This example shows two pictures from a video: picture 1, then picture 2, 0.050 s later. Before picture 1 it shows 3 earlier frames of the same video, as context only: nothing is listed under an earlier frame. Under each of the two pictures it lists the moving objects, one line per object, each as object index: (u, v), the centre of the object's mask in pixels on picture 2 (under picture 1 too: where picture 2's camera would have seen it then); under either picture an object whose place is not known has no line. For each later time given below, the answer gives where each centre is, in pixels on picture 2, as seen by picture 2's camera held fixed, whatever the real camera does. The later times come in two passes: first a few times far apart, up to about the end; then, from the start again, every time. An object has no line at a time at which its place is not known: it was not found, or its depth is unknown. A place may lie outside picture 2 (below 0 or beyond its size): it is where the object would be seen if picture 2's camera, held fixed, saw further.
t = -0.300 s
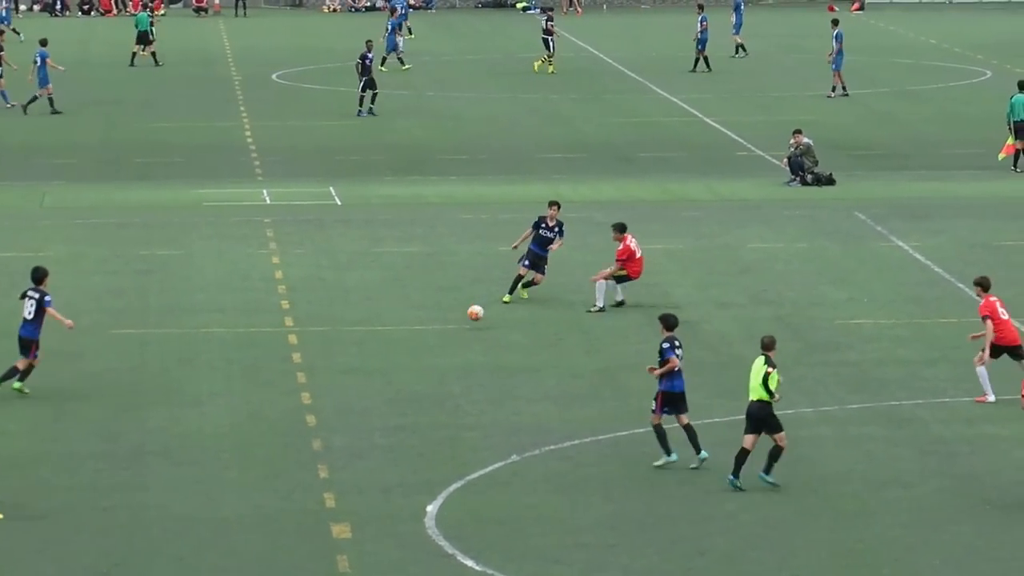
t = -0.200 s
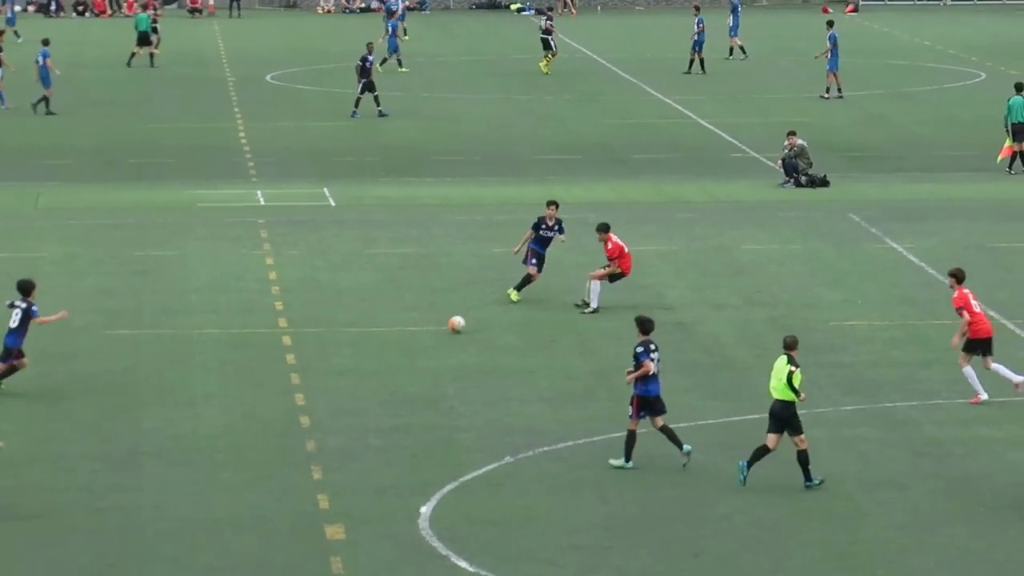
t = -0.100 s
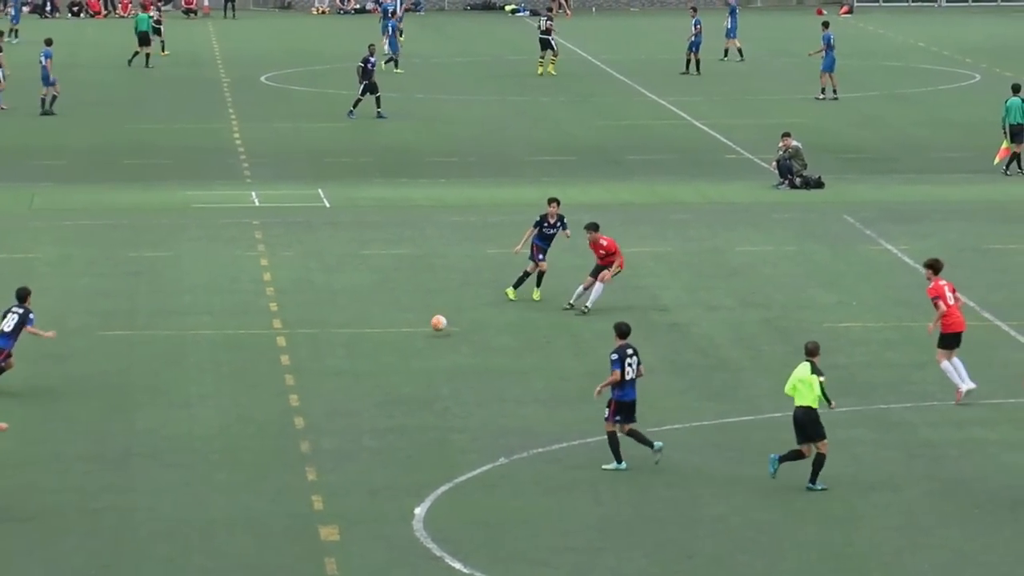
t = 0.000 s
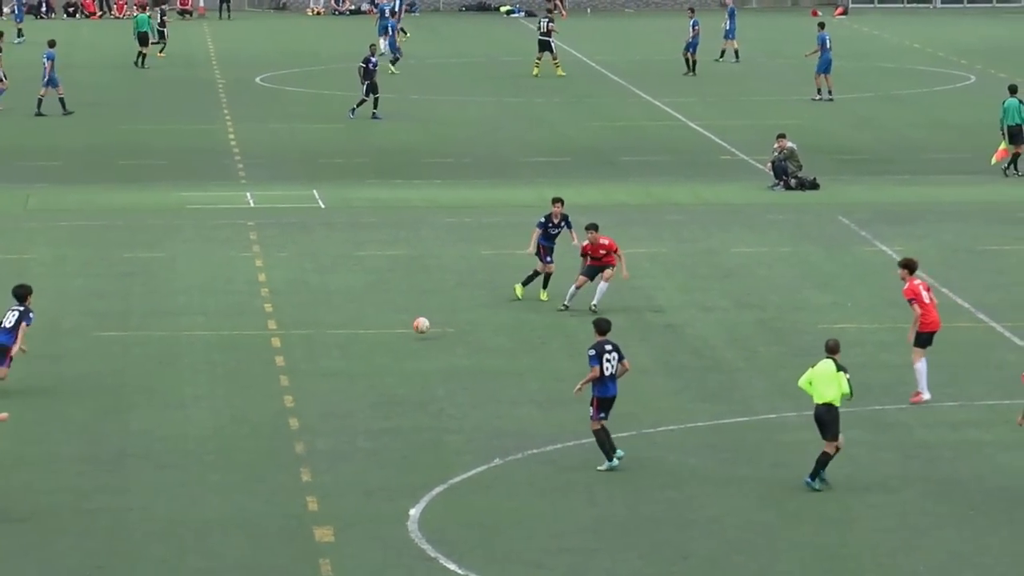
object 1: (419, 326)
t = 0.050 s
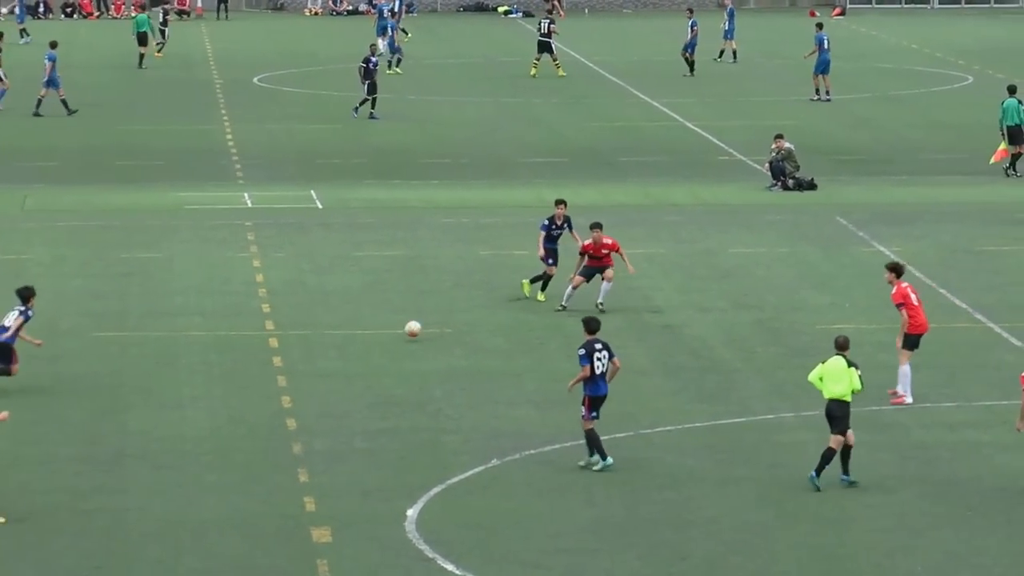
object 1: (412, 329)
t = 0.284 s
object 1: (384, 338)
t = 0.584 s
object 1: (348, 344)
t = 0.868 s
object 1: (315, 350)
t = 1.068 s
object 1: (293, 354)
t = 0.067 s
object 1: (410, 331)
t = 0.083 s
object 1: (408, 332)
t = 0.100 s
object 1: (407, 334)
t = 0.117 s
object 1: (404, 335)
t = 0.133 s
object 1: (402, 334)
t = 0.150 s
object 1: (400, 334)
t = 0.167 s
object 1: (398, 334)
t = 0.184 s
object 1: (396, 334)
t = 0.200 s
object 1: (394, 334)
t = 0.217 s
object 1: (392, 334)
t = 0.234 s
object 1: (390, 335)
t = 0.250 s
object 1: (388, 336)
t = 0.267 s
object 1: (386, 337)
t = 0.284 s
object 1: (384, 338)
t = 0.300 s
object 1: (382, 338)
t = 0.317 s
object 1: (380, 338)
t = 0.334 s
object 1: (378, 338)
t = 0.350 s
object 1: (376, 338)
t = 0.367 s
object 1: (374, 339)
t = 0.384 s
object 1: (371, 340)
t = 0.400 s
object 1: (369, 340)
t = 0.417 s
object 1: (368, 341)
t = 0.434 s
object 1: (366, 341)
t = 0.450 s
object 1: (363, 341)
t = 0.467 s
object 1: (362, 342)
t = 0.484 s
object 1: (360, 342)
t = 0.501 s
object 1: (358, 342)
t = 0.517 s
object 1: (355, 343)
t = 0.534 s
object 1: (354, 343)
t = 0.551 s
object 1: (352, 343)
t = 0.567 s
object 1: (349, 344)
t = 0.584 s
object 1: (348, 344)
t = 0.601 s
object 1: (345, 344)
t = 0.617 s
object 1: (343, 345)
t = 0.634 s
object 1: (342, 345)
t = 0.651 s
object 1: (340, 345)
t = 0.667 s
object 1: (338, 346)
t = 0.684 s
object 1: (336, 346)
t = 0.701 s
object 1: (334, 346)
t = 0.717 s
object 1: (331, 347)
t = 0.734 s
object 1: (330, 347)
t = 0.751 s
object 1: (328, 348)
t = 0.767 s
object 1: (326, 348)
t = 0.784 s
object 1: (324, 348)
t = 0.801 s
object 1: (323, 348)
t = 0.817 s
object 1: (321, 348)
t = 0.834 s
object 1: (319, 349)
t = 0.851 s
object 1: (317, 349)
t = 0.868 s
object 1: (315, 350)
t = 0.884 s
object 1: (313, 350)
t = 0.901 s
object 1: (311, 350)
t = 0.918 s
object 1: (309, 351)
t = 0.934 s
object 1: (307, 351)
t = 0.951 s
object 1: (305, 351)
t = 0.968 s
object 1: (304, 352)
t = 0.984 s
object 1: (301, 352)
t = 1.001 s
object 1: (300, 352)
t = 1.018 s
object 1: (298, 353)
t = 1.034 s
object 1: (296, 353)
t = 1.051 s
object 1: (295, 353)
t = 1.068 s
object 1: (293, 354)
